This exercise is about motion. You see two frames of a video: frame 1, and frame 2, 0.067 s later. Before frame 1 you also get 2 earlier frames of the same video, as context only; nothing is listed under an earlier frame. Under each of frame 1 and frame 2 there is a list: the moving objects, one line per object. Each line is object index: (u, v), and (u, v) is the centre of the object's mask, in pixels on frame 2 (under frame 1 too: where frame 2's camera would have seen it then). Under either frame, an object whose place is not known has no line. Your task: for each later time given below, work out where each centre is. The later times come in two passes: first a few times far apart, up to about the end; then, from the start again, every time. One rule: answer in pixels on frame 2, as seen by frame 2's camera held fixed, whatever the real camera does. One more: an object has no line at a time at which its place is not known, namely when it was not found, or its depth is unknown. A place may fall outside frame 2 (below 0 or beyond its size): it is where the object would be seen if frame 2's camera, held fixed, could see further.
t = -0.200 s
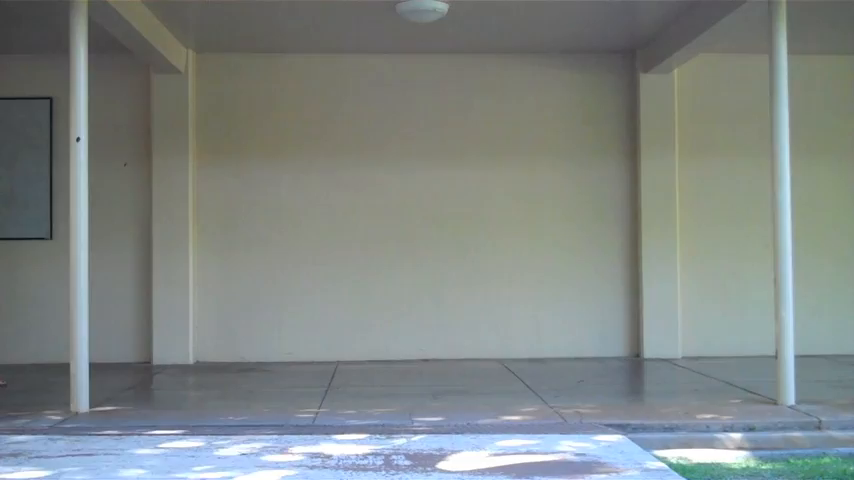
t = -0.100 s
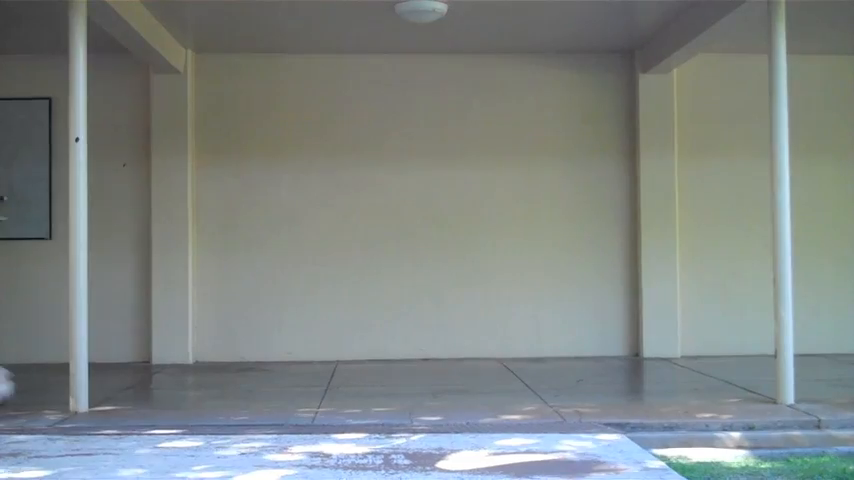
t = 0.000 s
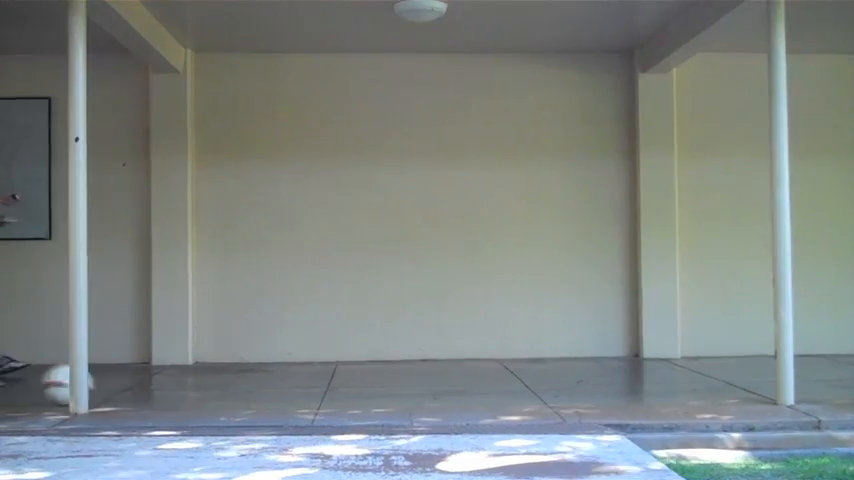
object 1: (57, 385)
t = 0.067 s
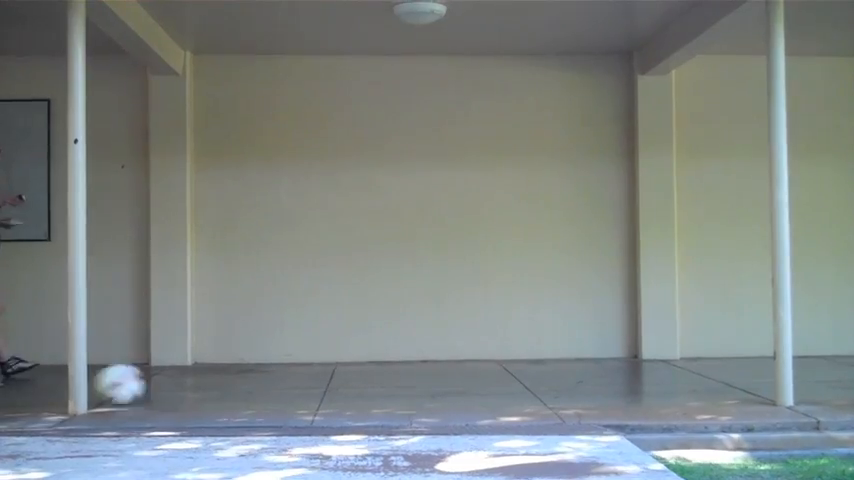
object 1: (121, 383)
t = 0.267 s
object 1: (272, 380)
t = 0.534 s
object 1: (463, 379)
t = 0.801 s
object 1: (644, 374)
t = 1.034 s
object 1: (803, 369)
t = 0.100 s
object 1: (145, 383)
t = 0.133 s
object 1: (170, 384)
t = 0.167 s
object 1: (196, 383)
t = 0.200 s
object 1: (221, 381)
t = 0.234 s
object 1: (247, 381)
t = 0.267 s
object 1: (272, 380)
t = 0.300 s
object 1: (296, 379)
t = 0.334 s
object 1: (320, 379)
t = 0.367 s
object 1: (344, 380)
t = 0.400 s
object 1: (369, 378)
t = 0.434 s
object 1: (392, 379)
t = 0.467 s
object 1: (416, 378)
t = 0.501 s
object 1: (439, 378)
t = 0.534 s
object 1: (463, 379)
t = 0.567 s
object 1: (486, 379)
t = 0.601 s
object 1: (509, 377)
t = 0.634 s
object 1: (532, 376)
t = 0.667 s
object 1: (555, 377)
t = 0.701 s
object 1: (577, 376)
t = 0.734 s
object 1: (600, 376)
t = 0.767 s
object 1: (622, 376)
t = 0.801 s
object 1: (644, 374)
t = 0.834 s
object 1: (665, 376)
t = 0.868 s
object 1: (688, 374)
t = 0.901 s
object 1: (709, 374)
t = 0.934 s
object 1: (731, 374)
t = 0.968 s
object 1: (751, 373)
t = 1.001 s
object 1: (765, 369)
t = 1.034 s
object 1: (803, 369)
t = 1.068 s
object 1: (816, 368)
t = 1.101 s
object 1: (834, 369)
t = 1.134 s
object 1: (846, 370)
